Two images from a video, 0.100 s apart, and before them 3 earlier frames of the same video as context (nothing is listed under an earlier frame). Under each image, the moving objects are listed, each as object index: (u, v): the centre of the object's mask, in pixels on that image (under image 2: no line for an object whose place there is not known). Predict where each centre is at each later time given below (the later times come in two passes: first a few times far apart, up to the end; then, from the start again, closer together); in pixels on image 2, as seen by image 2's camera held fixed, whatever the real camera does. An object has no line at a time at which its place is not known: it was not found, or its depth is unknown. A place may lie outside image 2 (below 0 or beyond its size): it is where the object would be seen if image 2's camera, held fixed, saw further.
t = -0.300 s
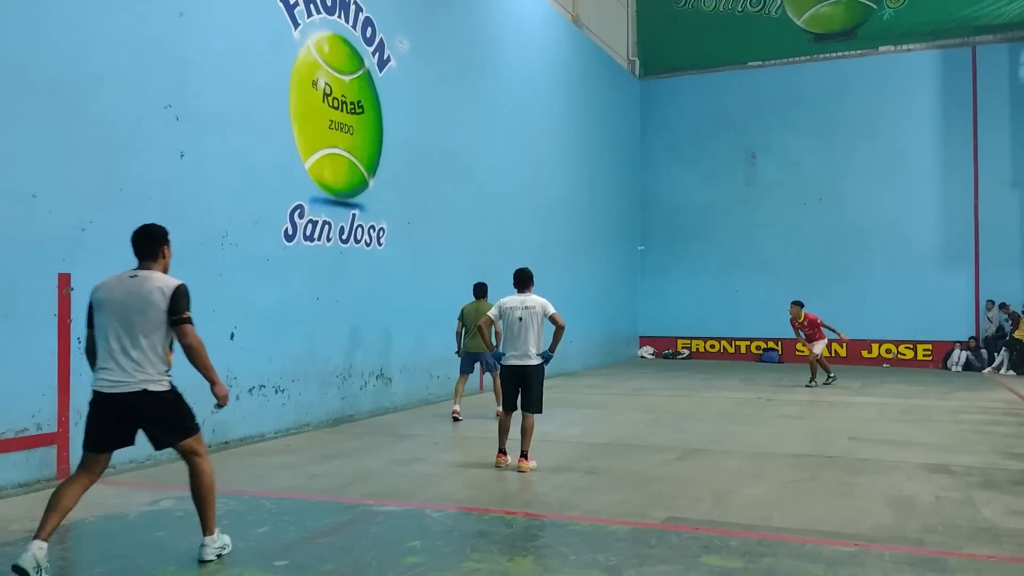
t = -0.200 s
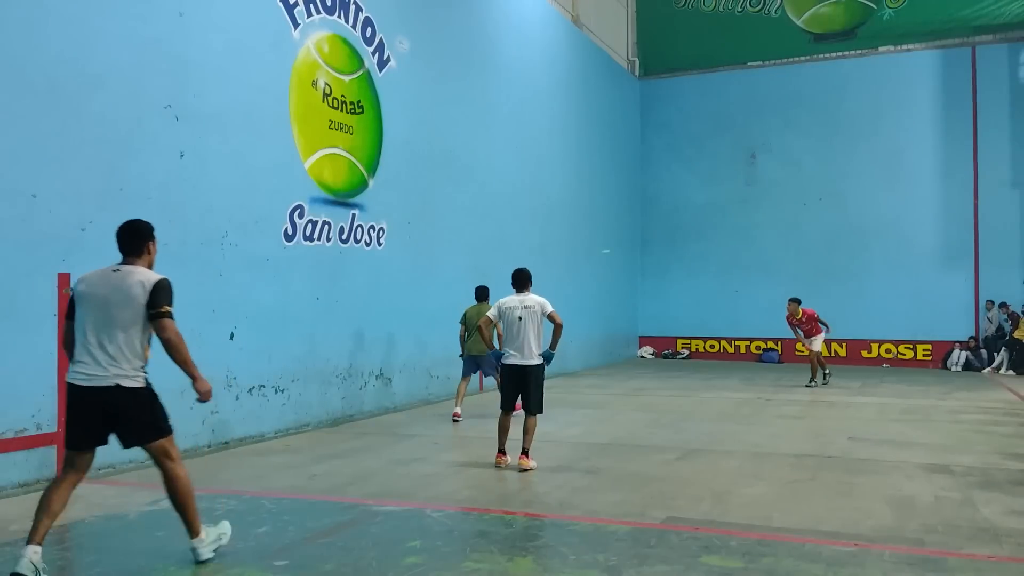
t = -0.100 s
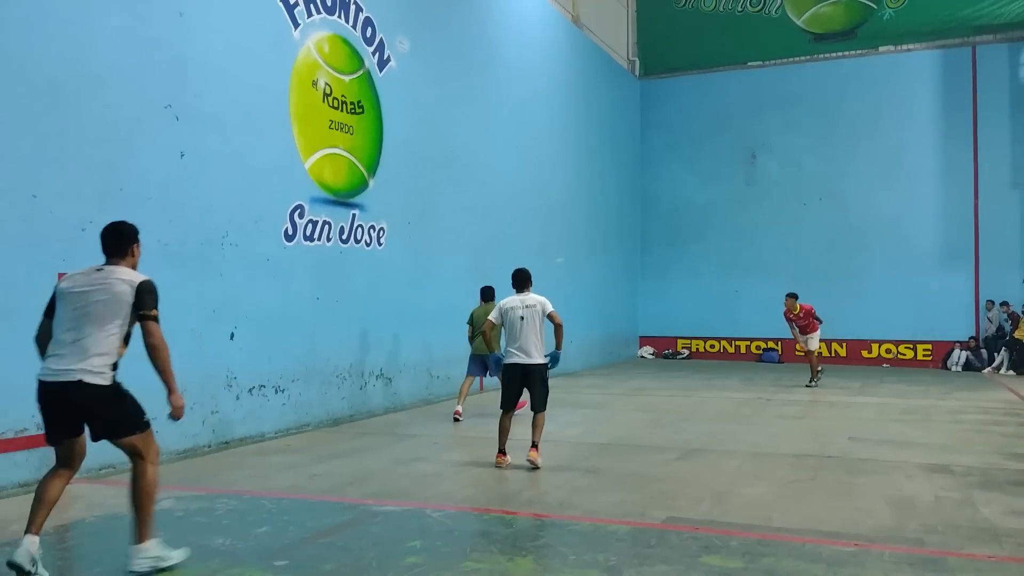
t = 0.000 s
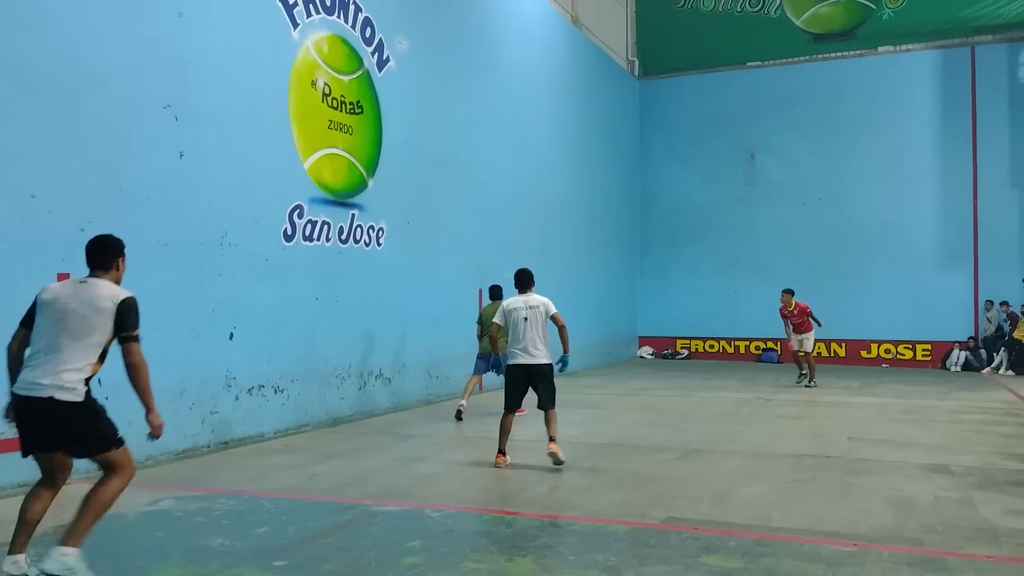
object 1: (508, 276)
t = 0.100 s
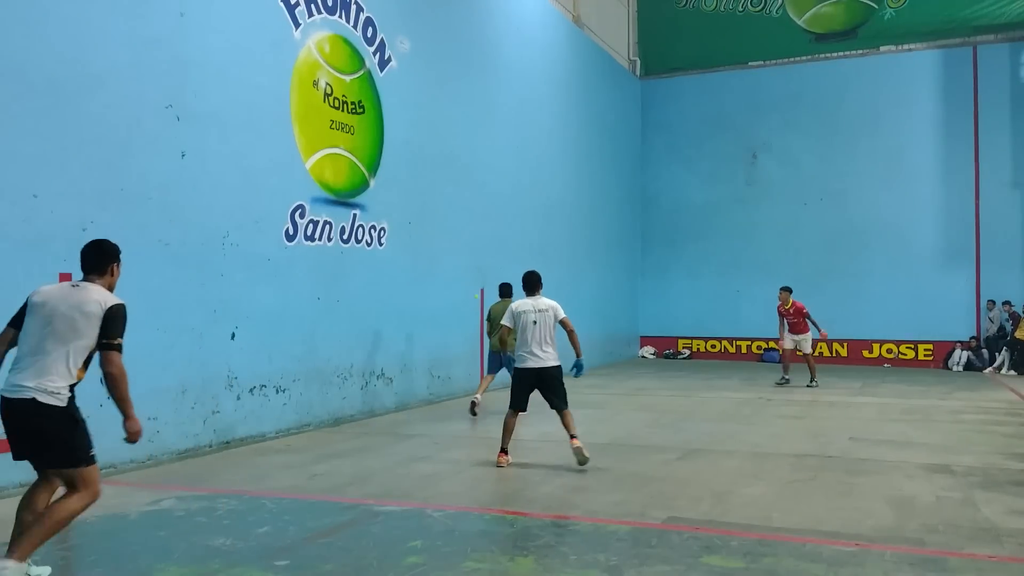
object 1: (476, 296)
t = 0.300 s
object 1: (457, 361)
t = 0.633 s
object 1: (428, 347)
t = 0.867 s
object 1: (405, 306)
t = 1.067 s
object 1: (376, 317)
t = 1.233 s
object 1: (339, 380)
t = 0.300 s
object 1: (457, 361)
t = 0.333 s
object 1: (452, 376)
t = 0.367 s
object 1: (448, 395)
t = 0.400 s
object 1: (443, 413)
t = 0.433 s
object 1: (440, 412)
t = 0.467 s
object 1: (438, 400)
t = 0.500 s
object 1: (436, 387)
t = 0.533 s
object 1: (434, 376)
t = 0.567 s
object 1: (431, 367)
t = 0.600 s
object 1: (429, 356)
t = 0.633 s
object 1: (428, 347)
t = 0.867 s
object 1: (405, 306)
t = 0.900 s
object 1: (401, 304)
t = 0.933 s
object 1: (396, 304)
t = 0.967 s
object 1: (392, 305)
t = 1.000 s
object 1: (387, 307)
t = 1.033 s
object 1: (381, 311)
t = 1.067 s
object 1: (376, 317)
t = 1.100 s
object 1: (369, 324)
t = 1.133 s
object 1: (363, 335)
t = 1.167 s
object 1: (356, 347)
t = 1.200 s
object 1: (348, 362)
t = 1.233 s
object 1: (339, 380)
